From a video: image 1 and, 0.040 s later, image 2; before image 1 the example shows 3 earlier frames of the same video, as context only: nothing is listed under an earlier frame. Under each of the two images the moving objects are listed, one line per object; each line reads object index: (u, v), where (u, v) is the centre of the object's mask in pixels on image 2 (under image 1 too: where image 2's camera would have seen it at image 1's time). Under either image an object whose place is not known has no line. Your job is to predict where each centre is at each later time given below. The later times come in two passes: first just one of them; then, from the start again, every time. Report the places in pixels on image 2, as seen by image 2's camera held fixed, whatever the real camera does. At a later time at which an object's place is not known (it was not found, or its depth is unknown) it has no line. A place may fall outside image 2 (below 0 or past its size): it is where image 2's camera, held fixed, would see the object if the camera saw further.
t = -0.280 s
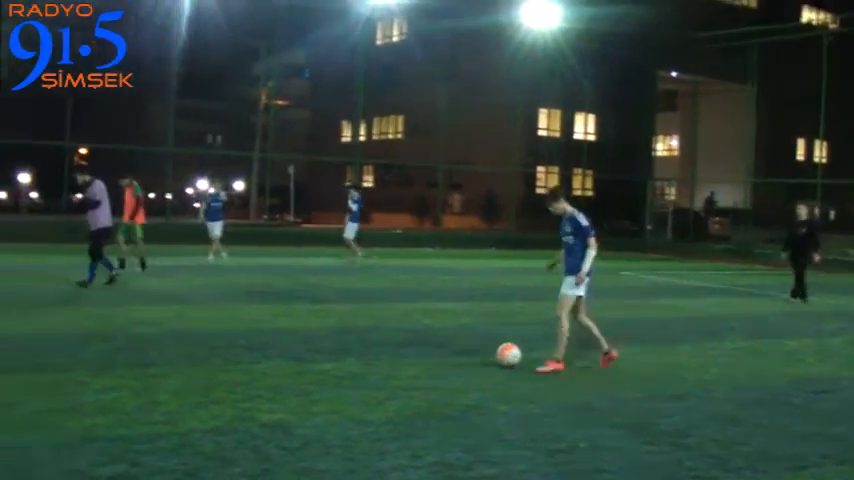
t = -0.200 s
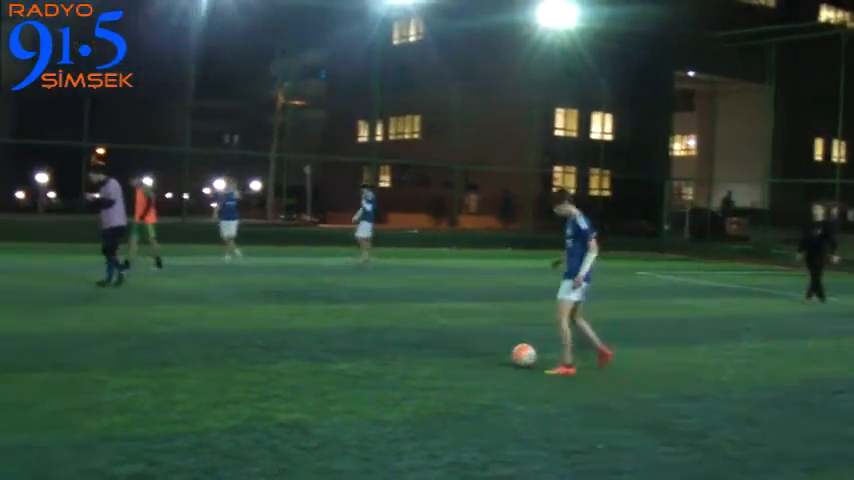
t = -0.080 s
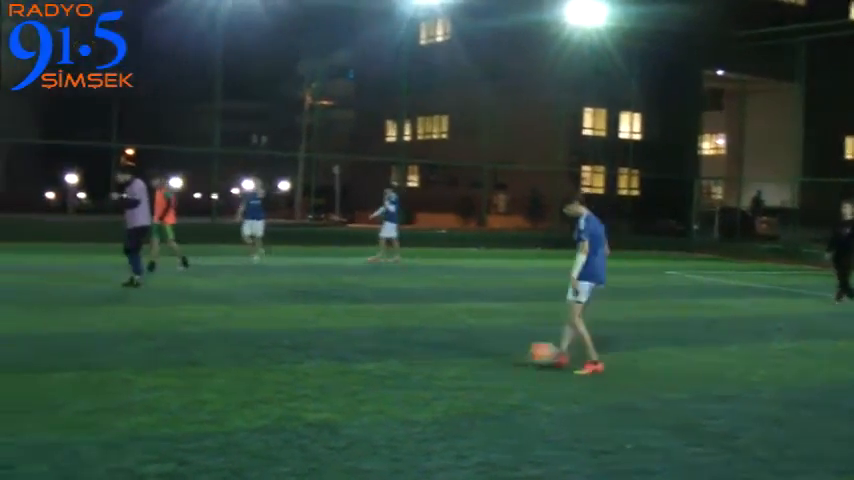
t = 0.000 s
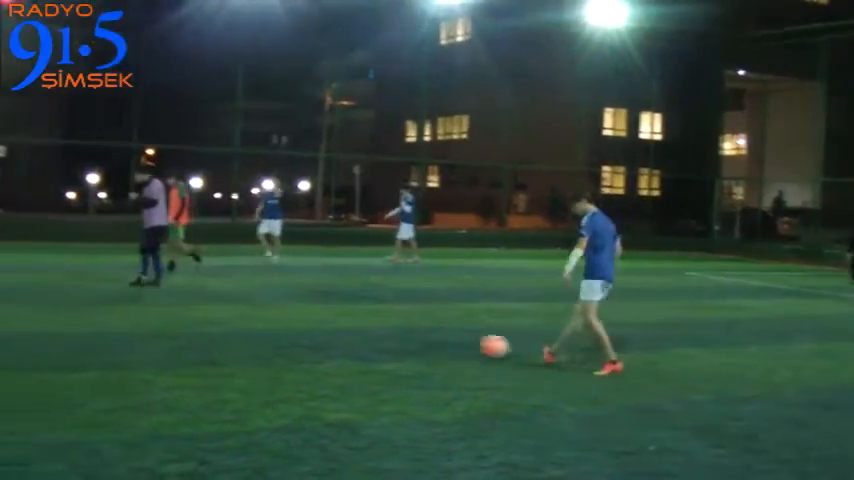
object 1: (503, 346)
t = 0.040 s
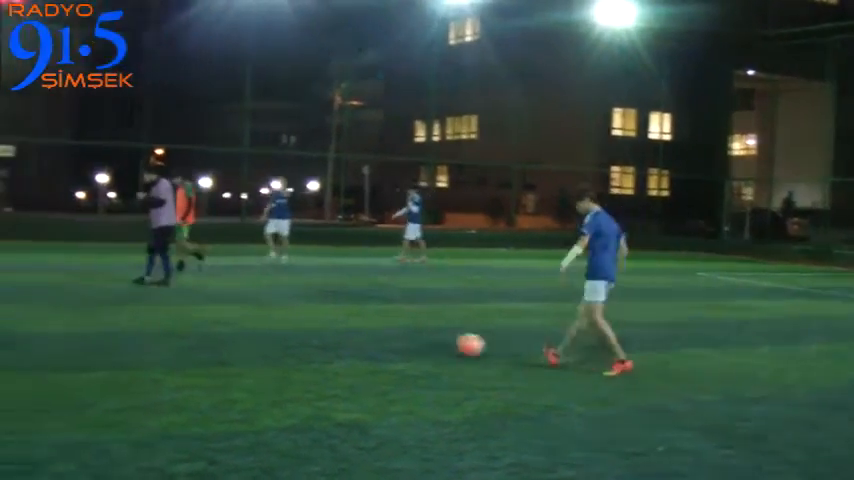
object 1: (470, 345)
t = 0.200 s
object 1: (359, 334)
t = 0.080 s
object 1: (438, 343)
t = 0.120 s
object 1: (411, 339)
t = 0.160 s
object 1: (385, 336)
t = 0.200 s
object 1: (359, 334)
